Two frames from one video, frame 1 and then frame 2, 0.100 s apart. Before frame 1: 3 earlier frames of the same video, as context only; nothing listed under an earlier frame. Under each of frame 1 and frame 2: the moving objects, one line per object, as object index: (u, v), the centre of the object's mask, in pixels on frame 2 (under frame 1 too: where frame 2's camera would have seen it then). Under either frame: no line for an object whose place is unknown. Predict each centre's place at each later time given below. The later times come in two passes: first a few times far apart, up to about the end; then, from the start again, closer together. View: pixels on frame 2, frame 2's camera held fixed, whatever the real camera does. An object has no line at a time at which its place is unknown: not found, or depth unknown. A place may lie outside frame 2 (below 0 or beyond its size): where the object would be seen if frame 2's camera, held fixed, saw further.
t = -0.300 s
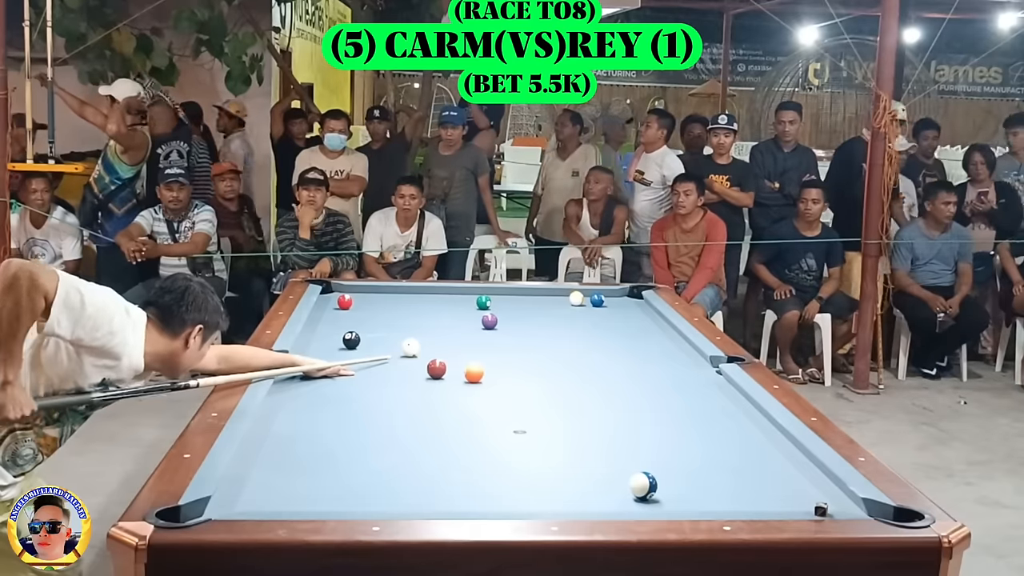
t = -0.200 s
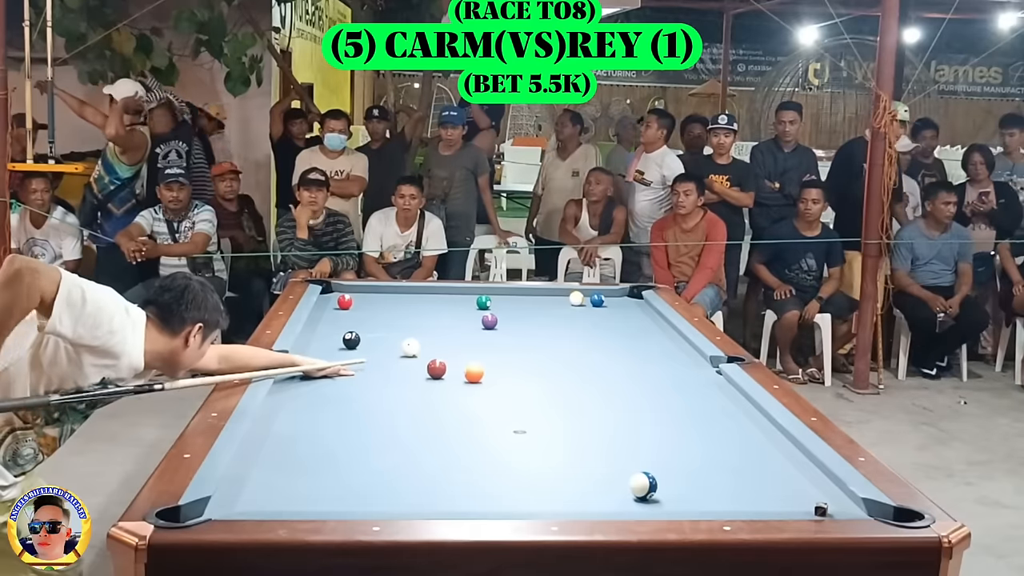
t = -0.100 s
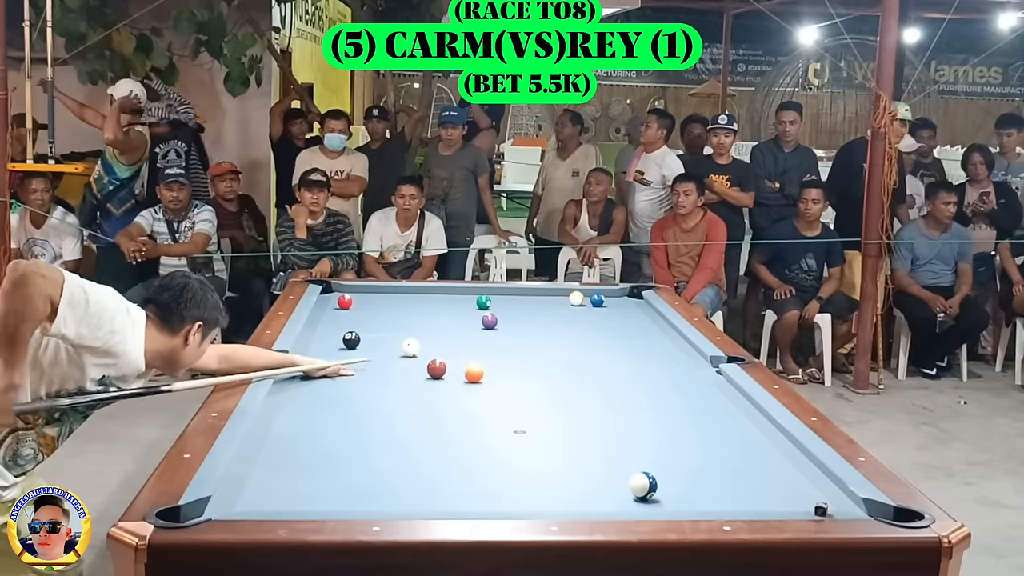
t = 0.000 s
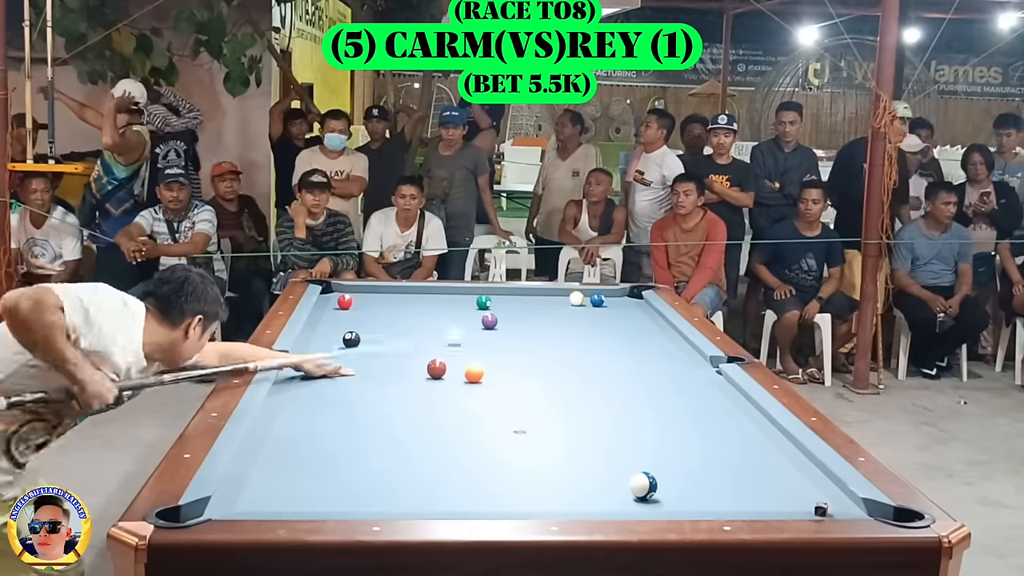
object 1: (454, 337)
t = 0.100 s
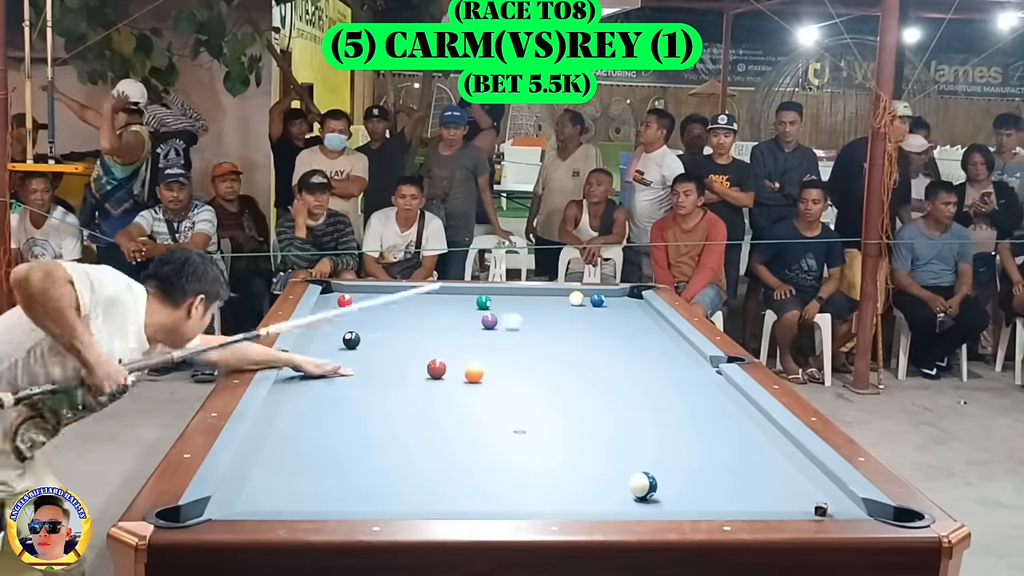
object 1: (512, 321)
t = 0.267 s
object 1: (592, 302)
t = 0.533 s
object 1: (601, 306)
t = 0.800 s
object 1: (601, 311)
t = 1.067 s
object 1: (601, 317)
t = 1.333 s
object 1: (602, 323)
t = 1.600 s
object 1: (601, 329)
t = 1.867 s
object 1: (602, 334)
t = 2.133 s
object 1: (602, 340)
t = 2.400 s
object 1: (603, 345)
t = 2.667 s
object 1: (603, 350)
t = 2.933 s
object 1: (604, 355)
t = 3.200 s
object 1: (604, 360)
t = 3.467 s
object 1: (605, 364)
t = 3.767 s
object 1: (606, 368)
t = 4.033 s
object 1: (608, 371)
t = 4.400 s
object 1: (605, 377)
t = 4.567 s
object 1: (605, 378)
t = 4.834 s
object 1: (605, 381)
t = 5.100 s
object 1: (605, 384)
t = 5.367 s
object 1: (605, 385)
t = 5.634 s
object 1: (605, 386)
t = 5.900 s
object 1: (606, 387)
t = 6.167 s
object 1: (606, 387)
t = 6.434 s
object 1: (606, 387)
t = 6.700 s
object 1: (606, 386)
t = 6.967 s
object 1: (606, 387)
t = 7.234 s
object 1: (606, 387)
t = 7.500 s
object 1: (606, 387)
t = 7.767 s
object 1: (606, 387)
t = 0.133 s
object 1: (532, 316)
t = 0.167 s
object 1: (552, 312)
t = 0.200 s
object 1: (568, 308)
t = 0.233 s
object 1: (584, 304)
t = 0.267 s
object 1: (592, 302)
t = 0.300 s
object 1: (596, 302)
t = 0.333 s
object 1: (597, 302)
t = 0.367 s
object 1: (599, 303)
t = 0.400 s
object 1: (600, 303)
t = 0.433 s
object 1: (601, 304)
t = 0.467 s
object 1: (601, 305)
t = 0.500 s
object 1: (601, 305)
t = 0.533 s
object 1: (601, 306)
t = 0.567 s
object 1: (601, 306)
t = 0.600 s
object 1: (601, 307)
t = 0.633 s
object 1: (601, 308)
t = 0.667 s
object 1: (601, 308)
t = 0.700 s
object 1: (601, 309)
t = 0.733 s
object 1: (601, 310)
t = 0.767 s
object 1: (601, 311)
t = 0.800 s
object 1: (601, 311)
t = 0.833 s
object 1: (601, 312)
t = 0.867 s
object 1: (601, 313)
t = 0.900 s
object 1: (601, 313)
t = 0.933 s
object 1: (601, 315)
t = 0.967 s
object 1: (601, 315)
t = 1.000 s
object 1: (601, 316)
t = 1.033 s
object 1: (601, 317)
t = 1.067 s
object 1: (601, 317)
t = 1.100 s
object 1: (601, 318)
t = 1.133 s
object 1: (601, 318)
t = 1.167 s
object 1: (602, 319)
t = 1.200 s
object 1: (602, 320)
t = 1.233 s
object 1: (601, 321)
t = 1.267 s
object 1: (601, 322)
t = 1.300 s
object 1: (601, 322)
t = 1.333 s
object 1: (602, 323)
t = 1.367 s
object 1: (601, 323)
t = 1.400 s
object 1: (602, 324)
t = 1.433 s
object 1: (601, 325)
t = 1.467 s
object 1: (602, 326)
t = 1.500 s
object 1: (601, 326)
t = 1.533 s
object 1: (601, 327)
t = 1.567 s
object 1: (601, 328)
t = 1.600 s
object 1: (601, 329)
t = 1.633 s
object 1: (602, 329)
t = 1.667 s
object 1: (602, 330)
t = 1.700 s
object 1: (602, 331)
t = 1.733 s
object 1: (602, 331)
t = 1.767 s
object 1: (602, 332)
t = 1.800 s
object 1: (602, 333)
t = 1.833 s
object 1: (602, 333)
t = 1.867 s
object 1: (602, 334)
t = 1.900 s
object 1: (602, 335)
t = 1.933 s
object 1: (602, 336)
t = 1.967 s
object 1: (602, 336)
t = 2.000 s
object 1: (602, 337)
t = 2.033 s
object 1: (602, 338)
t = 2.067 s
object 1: (602, 338)
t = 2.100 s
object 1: (602, 339)
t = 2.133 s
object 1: (602, 340)
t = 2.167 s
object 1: (602, 340)
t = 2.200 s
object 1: (602, 341)
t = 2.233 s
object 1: (603, 342)
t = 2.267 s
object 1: (602, 342)
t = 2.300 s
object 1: (603, 343)
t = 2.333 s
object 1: (603, 344)
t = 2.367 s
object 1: (602, 344)
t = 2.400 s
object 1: (603, 345)
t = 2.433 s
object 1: (603, 346)
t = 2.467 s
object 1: (603, 346)
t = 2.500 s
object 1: (603, 347)
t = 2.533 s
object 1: (603, 348)
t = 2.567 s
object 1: (603, 348)
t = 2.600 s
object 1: (603, 349)
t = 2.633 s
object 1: (603, 349)
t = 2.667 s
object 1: (603, 350)
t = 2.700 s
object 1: (603, 350)
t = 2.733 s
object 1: (603, 351)
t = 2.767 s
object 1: (603, 351)
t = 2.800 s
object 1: (604, 352)
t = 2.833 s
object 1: (604, 353)
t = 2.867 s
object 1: (604, 353)
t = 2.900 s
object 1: (603, 354)
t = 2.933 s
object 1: (604, 355)
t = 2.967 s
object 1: (603, 355)
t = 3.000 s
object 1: (604, 356)
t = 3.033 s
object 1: (604, 356)
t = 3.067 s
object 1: (604, 357)
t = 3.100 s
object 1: (604, 358)
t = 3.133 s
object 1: (604, 358)
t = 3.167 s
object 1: (604, 359)
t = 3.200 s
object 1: (604, 360)
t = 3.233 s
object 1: (604, 360)
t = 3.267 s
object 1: (604, 361)
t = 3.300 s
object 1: (604, 361)
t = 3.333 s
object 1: (604, 361)
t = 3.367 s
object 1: (604, 362)
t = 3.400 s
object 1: (605, 363)
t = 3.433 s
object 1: (605, 363)
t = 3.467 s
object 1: (605, 364)
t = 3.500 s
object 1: (605, 364)
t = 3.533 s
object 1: (605, 365)
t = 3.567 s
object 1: (606, 366)
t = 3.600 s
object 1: (606, 366)
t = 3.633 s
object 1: (606, 366)
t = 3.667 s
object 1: (606, 367)
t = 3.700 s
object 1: (605, 367)
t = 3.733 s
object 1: (606, 368)
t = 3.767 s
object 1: (606, 368)
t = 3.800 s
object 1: (606, 368)
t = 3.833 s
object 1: (606, 369)
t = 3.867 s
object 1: (606, 370)
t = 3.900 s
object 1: (607, 370)
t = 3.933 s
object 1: (606, 371)
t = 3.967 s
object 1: (606, 372)
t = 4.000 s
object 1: (606, 372)
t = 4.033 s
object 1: (608, 371)
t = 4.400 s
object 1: (605, 377)
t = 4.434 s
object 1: (605, 377)
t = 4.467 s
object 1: (605, 378)
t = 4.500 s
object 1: (605, 378)
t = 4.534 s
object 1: (605, 378)
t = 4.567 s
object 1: (605, 378)
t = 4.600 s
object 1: (605, 379)
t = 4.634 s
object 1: (605, 380)
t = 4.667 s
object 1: (605, 380)
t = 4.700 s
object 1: (605, 380)
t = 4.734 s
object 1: (605, 381)
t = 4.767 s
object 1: (605, 381)
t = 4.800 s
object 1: (606, 381)
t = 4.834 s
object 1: (605, 381)
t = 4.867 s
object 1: (605, 381)
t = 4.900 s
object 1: (605, 381)
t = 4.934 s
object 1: (605, 382)
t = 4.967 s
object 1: (605, 382)
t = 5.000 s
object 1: (605, 382)
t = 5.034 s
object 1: (605, 382)
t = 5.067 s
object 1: (605, 383)
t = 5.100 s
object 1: (605, 384)
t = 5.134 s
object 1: (605, 384)
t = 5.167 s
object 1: (605, 384)
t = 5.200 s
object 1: (605, 384)
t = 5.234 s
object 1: (605, 384)
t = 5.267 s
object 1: (605, 384)
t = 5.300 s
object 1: (605, 384)
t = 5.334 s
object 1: (605, 385)
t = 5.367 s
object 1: (605, 385)
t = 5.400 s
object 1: (605, 385)
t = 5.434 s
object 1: (605, 385)
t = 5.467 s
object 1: (605, 385)
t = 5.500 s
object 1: (605, 385)
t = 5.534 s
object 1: (605, 386)
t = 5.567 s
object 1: (605, 386)
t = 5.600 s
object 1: (605, 386)
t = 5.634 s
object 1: (605, 386)
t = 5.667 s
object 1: (605, 386)
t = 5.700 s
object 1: (606, 386)
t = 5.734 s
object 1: (606, 386)
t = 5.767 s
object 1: (606, 386)
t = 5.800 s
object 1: (606, 387)
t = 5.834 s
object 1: (606, 387)
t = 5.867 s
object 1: (606, 387)
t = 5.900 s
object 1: (606, 387)
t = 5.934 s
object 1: (606, 387)
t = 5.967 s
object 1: (606, 387)
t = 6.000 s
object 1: (606, 387)
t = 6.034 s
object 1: (606, 387)
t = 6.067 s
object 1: (606, 387)
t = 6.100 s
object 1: (606, 387)
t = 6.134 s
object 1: (606, 387)
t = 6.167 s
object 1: (606, 387)
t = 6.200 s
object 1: (606, 387)
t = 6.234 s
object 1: (606, 387)
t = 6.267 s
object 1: (606, 387)
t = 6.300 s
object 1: (606, 387)
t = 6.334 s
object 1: (606, 387)
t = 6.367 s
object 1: (606, 387)
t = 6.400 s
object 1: (606, 387)
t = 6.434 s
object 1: (606, 387)
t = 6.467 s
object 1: (606, 387)
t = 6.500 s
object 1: (606, 387)
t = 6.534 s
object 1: (606, 387)
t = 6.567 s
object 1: (606, 387)
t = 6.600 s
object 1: (606, 387)
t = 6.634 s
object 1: (606, 387)
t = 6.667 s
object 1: (606, 387)
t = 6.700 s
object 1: (606, 386)
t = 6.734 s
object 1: (607, 387)
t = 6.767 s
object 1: (606, 387)
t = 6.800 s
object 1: (606, 387)
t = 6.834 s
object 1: (606, 387)
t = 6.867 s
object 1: (606, 387)
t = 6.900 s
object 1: (606, 387)
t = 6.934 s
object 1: (607, 387)
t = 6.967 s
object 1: (606, 387)
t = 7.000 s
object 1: (606, 387)
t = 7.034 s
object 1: (606, 387)
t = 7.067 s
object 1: (606, 387)
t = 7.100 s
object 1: (606, 387)
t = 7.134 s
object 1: (606, 387)
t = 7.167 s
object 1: (606, 387)
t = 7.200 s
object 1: (606, 387)
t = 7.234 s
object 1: (606, 387)
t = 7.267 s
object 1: (606, 387)
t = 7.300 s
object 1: (606, 387)
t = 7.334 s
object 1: (606, 387)
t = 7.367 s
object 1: (606, 387)
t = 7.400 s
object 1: (606, 387)
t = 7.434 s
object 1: (606, 387)
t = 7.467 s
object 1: (606, 387)
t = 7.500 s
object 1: (606, 387)
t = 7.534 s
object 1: (606, 387)
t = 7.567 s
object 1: (606, 387)
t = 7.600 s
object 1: (606, 387)
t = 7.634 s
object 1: (606, 387)
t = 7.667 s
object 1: (606, 387)
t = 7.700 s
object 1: (606, 387)
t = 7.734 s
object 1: (606, 387)
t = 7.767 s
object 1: (606, 387)
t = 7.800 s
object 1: (606, 387)
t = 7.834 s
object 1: (606, 387)
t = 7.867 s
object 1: (606, 387)
